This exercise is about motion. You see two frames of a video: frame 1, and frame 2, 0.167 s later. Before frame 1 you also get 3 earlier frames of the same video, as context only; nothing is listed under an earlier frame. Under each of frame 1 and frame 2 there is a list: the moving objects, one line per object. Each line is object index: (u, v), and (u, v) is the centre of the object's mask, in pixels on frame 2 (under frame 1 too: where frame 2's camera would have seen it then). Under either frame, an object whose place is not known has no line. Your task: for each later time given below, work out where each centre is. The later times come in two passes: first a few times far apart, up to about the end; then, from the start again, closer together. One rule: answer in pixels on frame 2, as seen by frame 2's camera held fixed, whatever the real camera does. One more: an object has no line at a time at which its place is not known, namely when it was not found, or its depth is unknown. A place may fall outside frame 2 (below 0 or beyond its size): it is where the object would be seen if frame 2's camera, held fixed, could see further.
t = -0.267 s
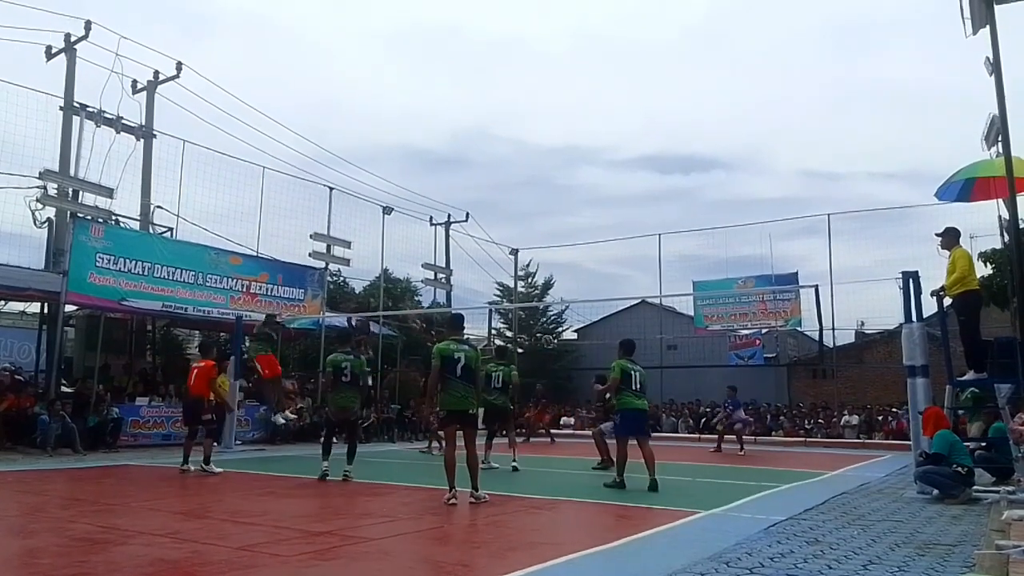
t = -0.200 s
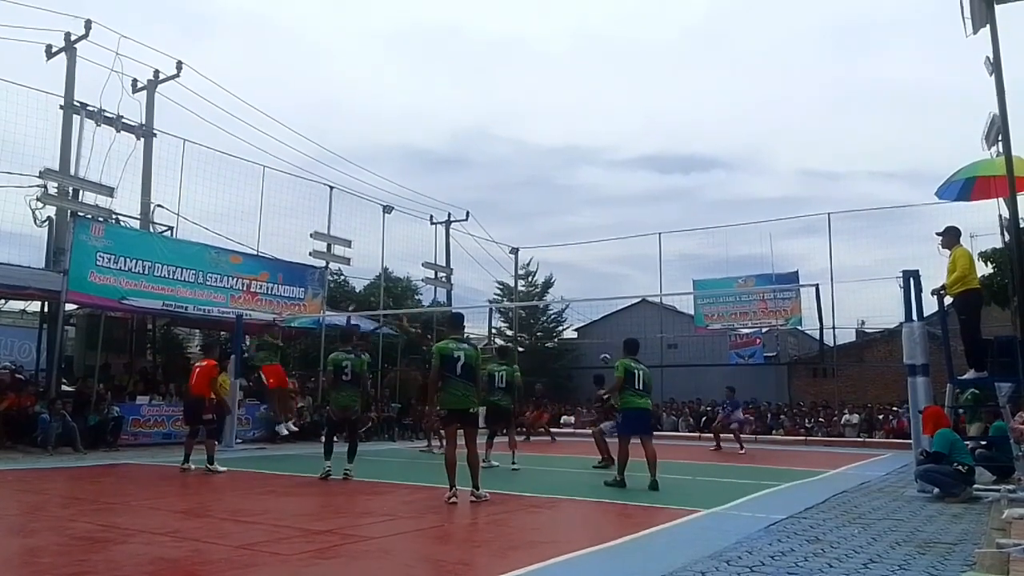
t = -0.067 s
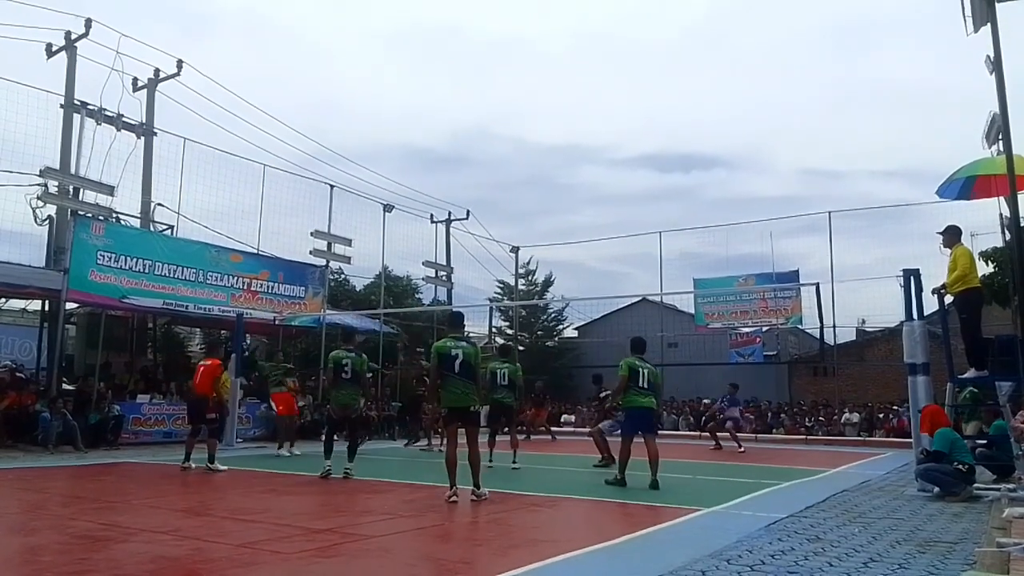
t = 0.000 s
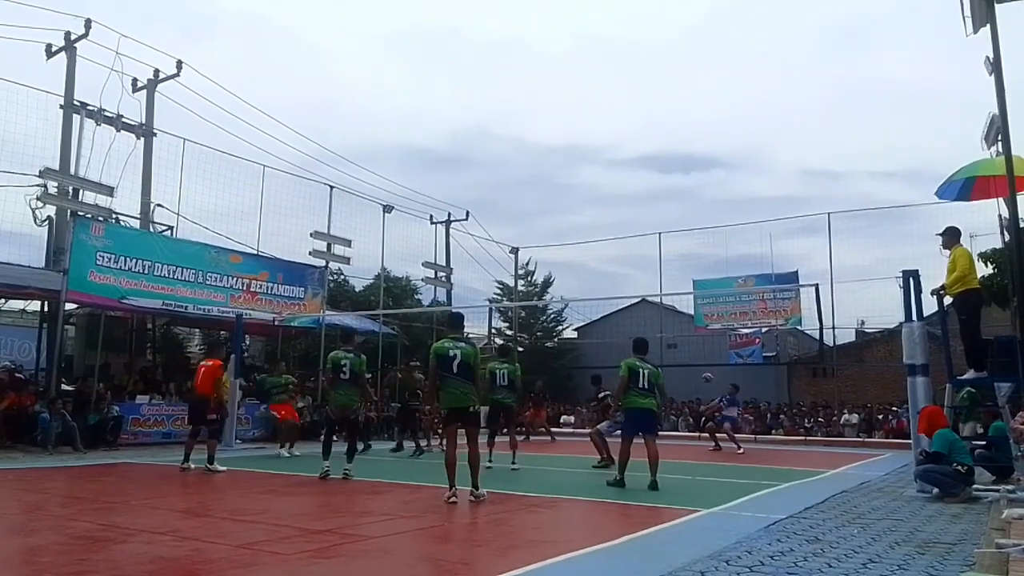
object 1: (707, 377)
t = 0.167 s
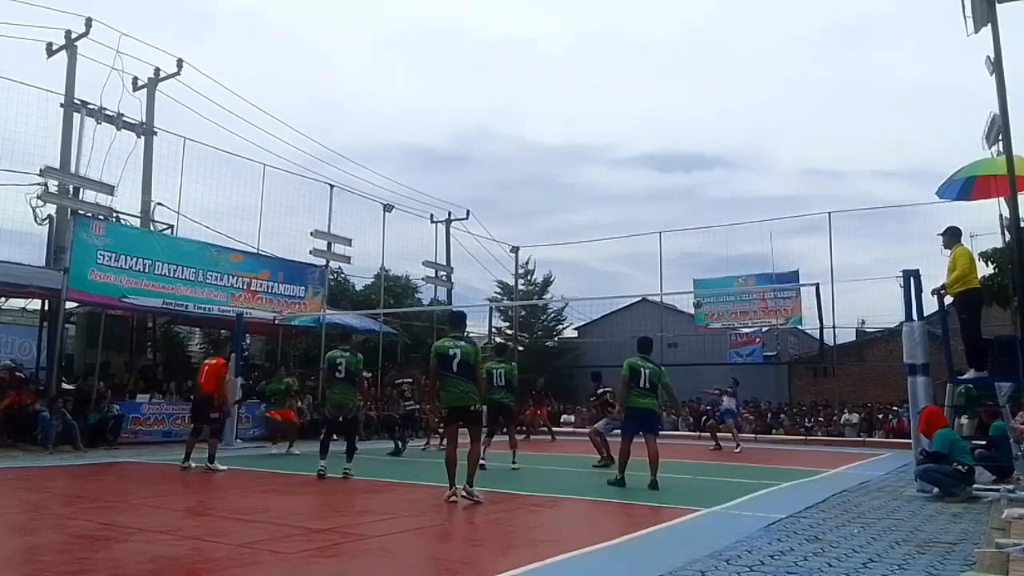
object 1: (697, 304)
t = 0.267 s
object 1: (693, 267)
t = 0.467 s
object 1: (685, 211)
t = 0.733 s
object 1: (676, 170)
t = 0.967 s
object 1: (668, 163)
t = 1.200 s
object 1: (658, 184)
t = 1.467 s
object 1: (643, 242)
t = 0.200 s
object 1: (695, 289)
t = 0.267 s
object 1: (693, 267)
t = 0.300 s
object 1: (691, 256)
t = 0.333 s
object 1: (690, 246)
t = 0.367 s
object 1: (689, 236)
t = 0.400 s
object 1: (687, 227)
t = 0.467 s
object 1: (685, 211)
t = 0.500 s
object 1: (684, 204)
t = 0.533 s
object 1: (683, 197)
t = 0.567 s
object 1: (682, 191)
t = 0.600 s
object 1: (680, 185)
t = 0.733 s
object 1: (676, 170)
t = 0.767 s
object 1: (675, 167)
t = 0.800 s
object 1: (674, 165)
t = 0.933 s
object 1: (669, 162)
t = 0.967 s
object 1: (668, 163)
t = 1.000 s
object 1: (667, 164)
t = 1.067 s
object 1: (664, 169)
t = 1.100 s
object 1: (662, 172)
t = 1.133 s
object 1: (661, 176)
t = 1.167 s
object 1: (659, 179)
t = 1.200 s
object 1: (658, 184)
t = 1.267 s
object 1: (655, 195)
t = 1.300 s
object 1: (653, 202)
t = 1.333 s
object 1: (651, 209)
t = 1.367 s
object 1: (649, 216)
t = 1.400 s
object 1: (647, 224)
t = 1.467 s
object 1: (643, 242)
